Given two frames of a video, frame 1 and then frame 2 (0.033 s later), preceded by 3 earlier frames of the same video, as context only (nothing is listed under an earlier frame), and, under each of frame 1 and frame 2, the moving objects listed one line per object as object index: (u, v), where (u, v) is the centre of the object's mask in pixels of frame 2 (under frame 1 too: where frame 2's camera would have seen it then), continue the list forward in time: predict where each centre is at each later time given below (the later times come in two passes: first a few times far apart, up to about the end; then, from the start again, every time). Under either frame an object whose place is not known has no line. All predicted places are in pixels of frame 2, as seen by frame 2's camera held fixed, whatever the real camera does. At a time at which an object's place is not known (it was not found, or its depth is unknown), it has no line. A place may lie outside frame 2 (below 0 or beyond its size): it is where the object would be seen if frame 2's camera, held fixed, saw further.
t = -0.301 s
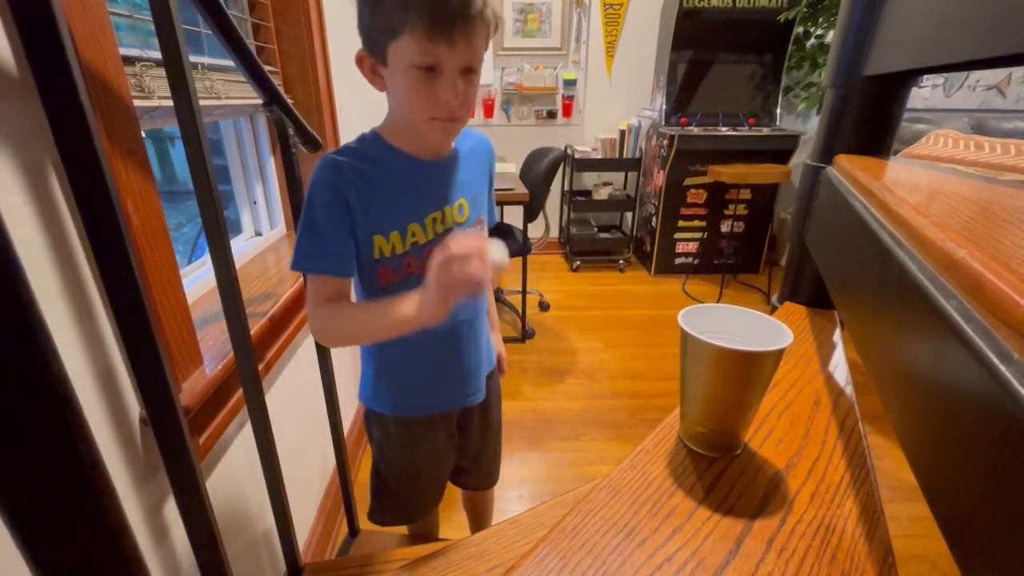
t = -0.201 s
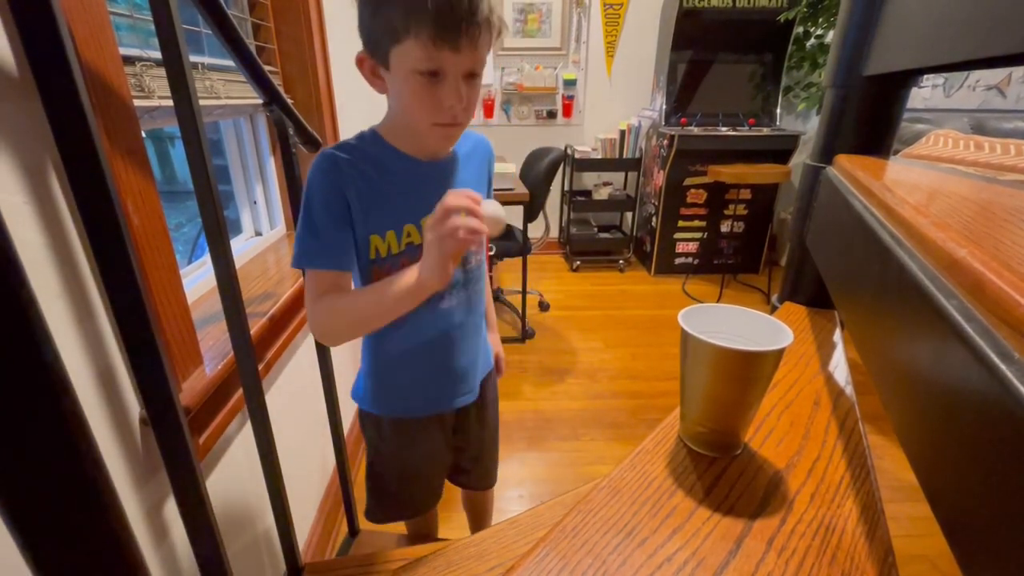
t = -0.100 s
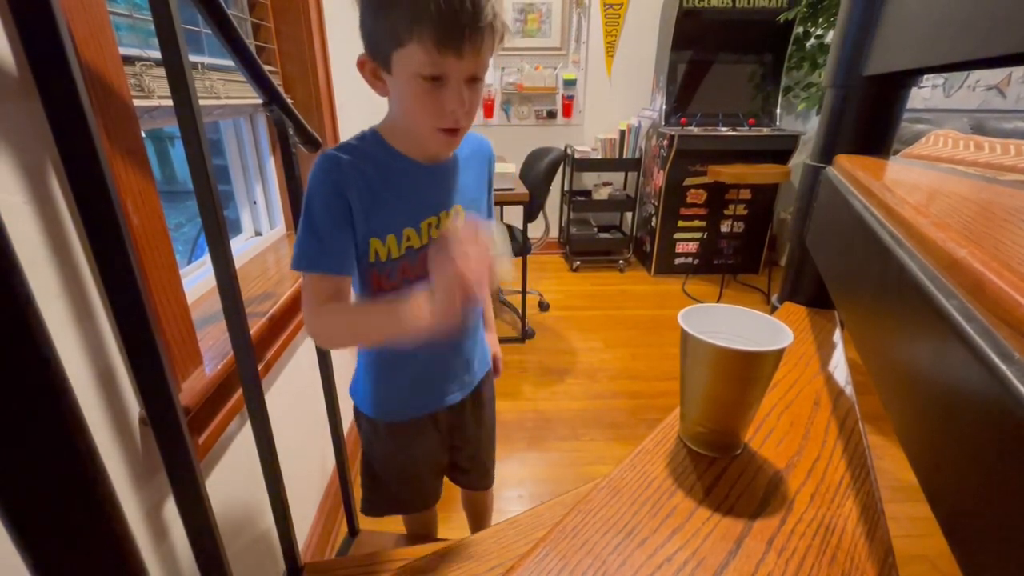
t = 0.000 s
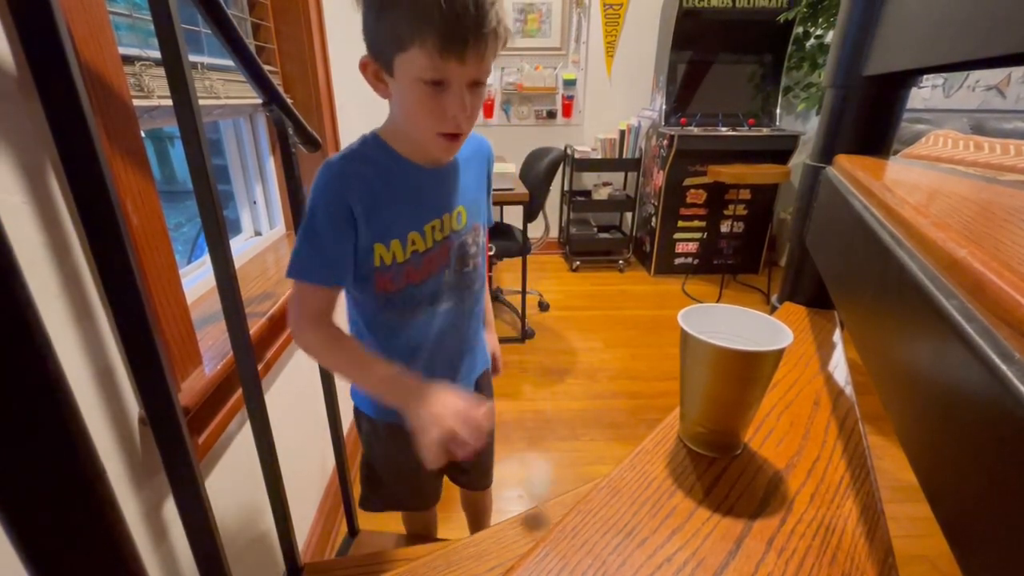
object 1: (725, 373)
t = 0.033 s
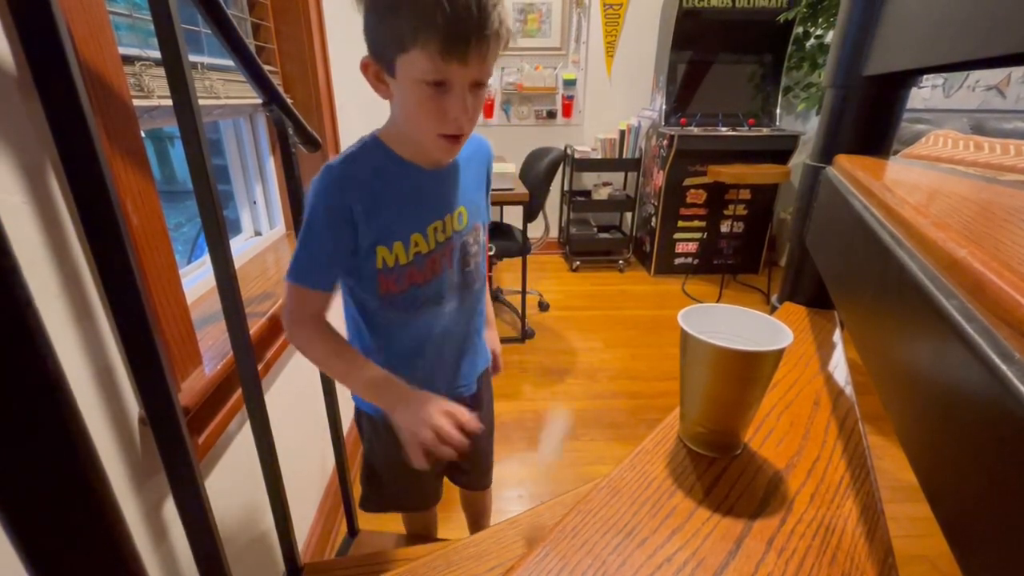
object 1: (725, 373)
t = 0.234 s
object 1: (725, 373)
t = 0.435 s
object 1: (725, 372)
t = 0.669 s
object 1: (782, 377)
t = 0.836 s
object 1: (782, 413)
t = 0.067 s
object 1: (725, 373)
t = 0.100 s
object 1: (725, 373)
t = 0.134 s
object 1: (725, 373)
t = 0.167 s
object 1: (725, 373)
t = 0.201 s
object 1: (725, 373)
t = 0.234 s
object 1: (725, 373)
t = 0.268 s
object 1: (725, 373)
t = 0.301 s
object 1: (725, 373)
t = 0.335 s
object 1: (725, 373)
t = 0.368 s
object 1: (725, 373)
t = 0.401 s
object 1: (725, 373)
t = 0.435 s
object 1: (725, 372)
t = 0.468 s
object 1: (734, 368)
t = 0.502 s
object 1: (742, 371)
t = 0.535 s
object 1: (746, 372)
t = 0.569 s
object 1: (751, 374)
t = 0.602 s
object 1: (762, 372)
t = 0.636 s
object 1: (772, 375)
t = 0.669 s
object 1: (782, 377)
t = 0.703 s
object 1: (790, 381)
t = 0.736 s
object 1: (790, 386)
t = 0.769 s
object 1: (783, 396)
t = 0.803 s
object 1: (784, 413)
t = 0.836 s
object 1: (782, 413)
